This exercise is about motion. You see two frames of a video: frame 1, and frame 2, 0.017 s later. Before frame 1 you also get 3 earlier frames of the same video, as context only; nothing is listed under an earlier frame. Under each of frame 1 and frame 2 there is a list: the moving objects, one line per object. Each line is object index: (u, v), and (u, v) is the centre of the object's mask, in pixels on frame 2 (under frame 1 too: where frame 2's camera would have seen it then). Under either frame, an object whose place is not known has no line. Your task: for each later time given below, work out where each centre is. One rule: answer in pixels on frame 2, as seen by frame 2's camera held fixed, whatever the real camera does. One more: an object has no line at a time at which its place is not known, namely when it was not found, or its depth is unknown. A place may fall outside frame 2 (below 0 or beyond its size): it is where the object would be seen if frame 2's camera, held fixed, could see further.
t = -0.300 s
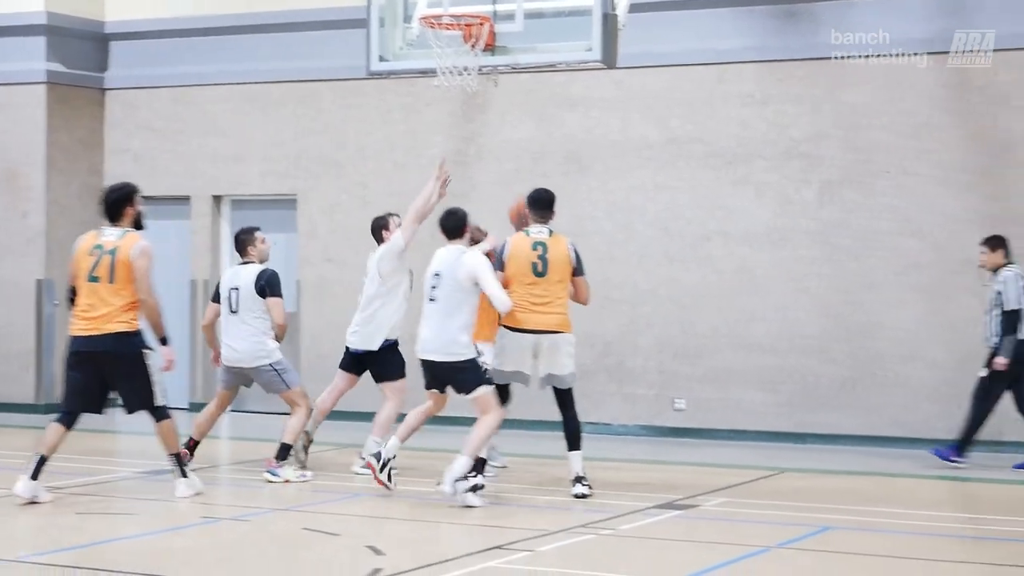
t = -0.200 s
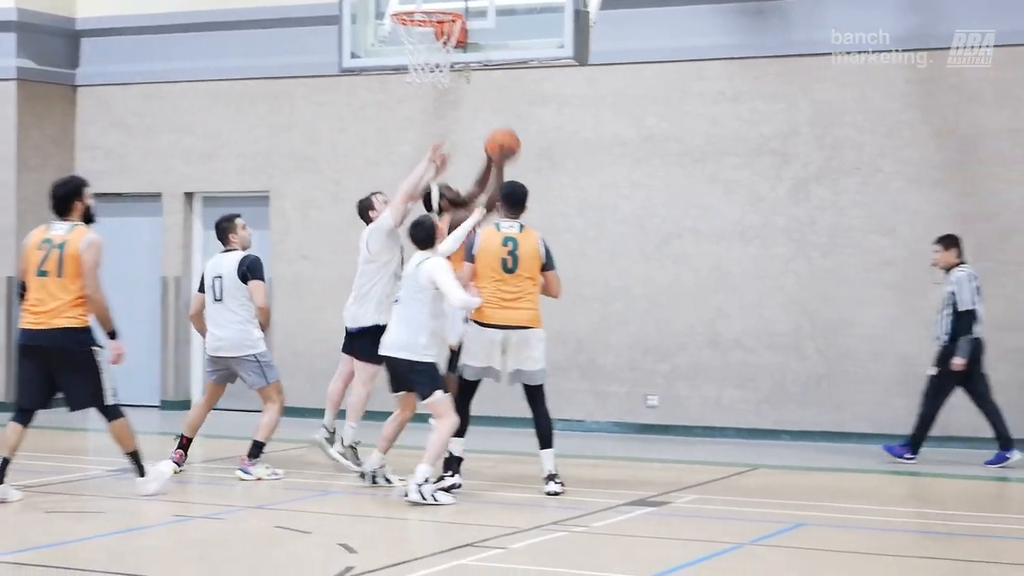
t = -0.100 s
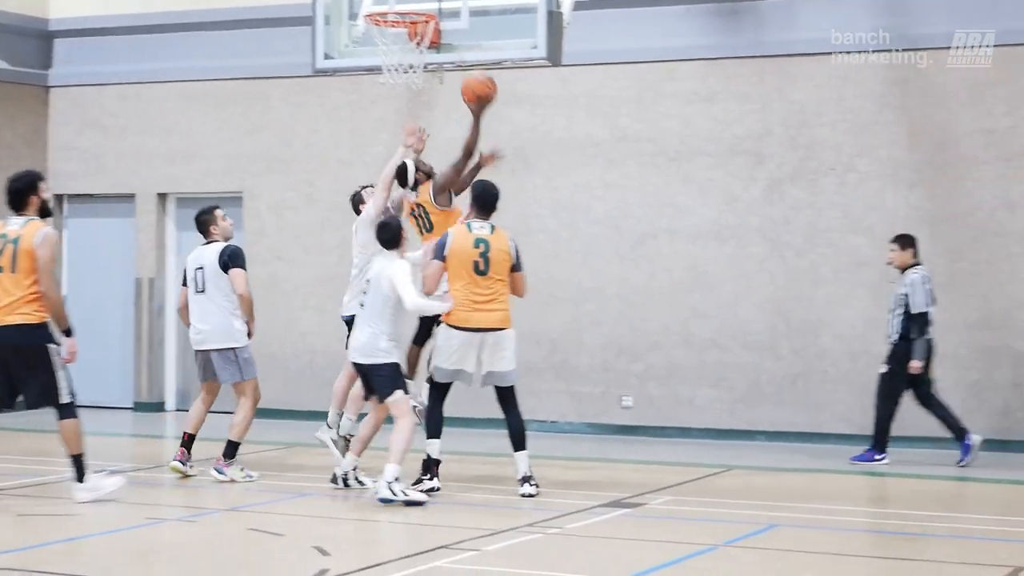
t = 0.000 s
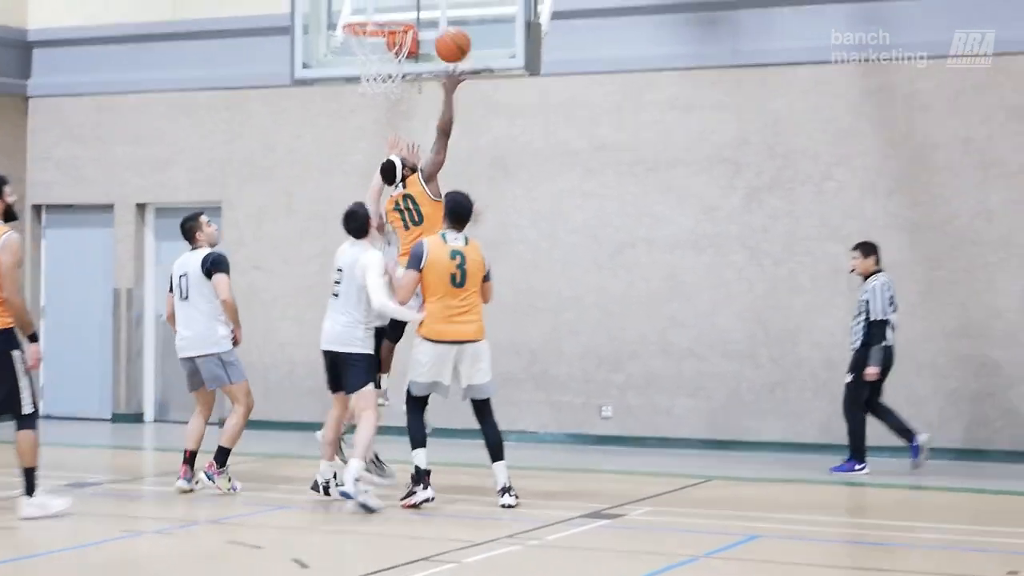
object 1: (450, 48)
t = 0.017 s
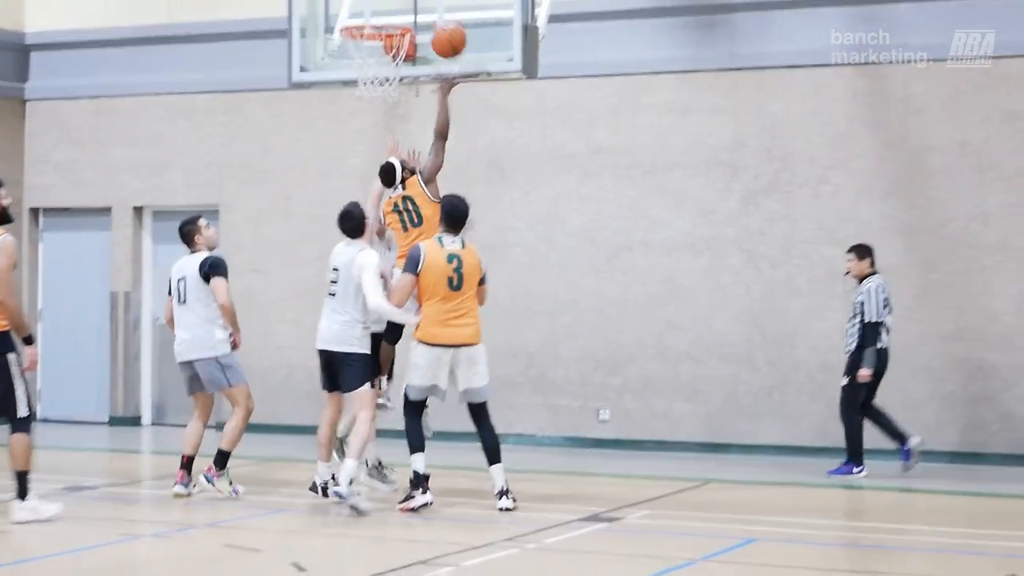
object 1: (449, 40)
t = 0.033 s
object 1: (448, 33)
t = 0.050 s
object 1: (447, 27)
